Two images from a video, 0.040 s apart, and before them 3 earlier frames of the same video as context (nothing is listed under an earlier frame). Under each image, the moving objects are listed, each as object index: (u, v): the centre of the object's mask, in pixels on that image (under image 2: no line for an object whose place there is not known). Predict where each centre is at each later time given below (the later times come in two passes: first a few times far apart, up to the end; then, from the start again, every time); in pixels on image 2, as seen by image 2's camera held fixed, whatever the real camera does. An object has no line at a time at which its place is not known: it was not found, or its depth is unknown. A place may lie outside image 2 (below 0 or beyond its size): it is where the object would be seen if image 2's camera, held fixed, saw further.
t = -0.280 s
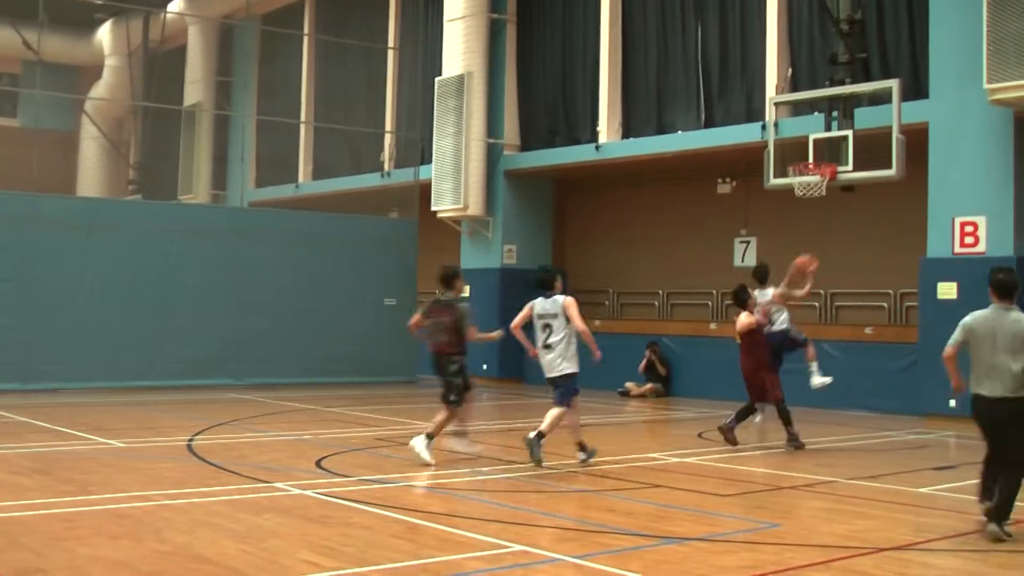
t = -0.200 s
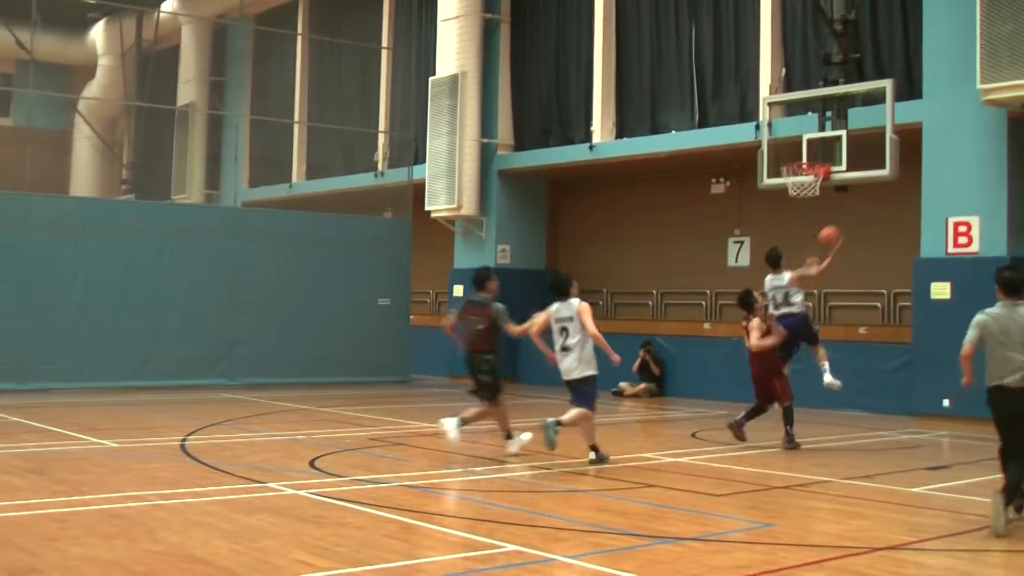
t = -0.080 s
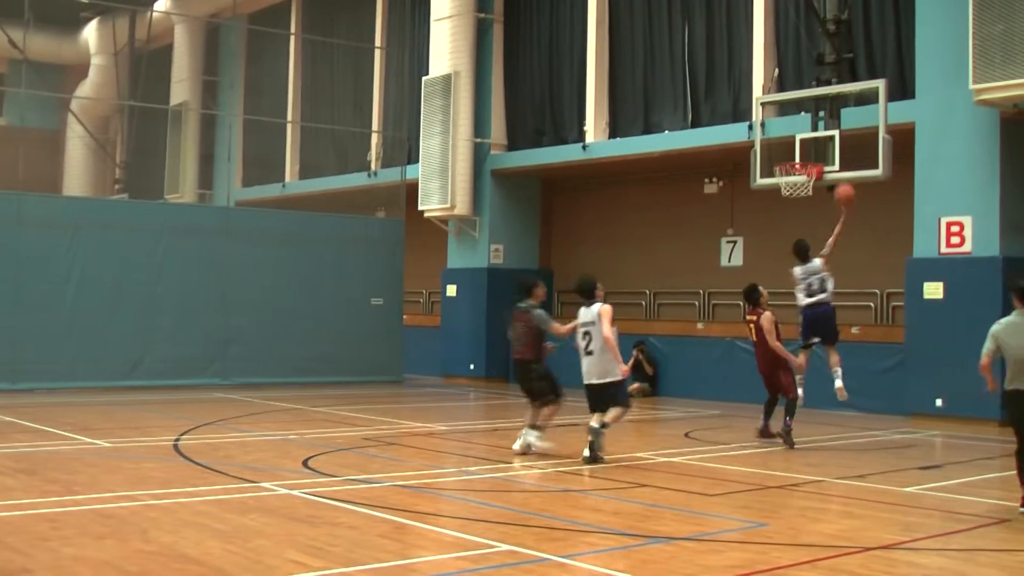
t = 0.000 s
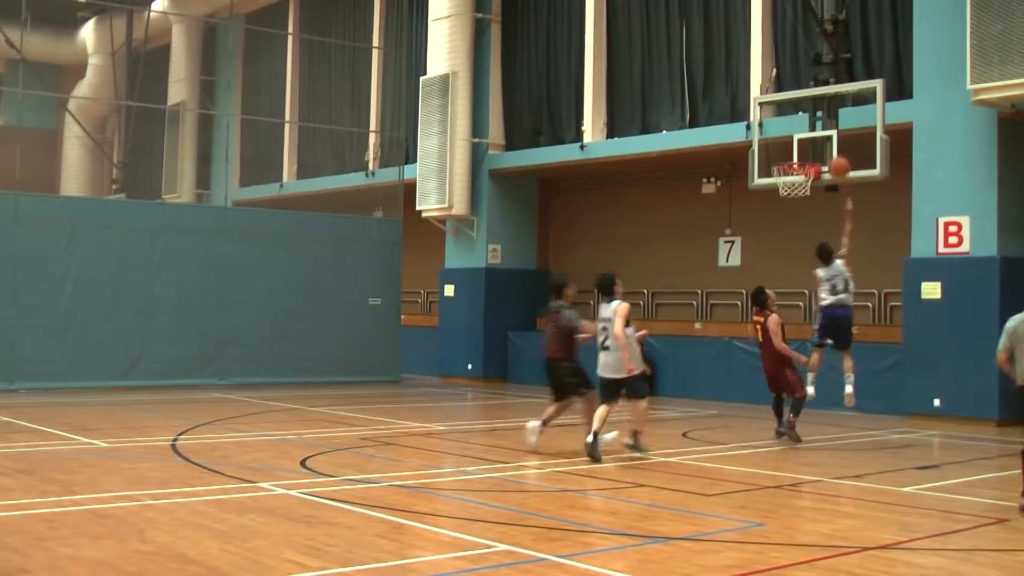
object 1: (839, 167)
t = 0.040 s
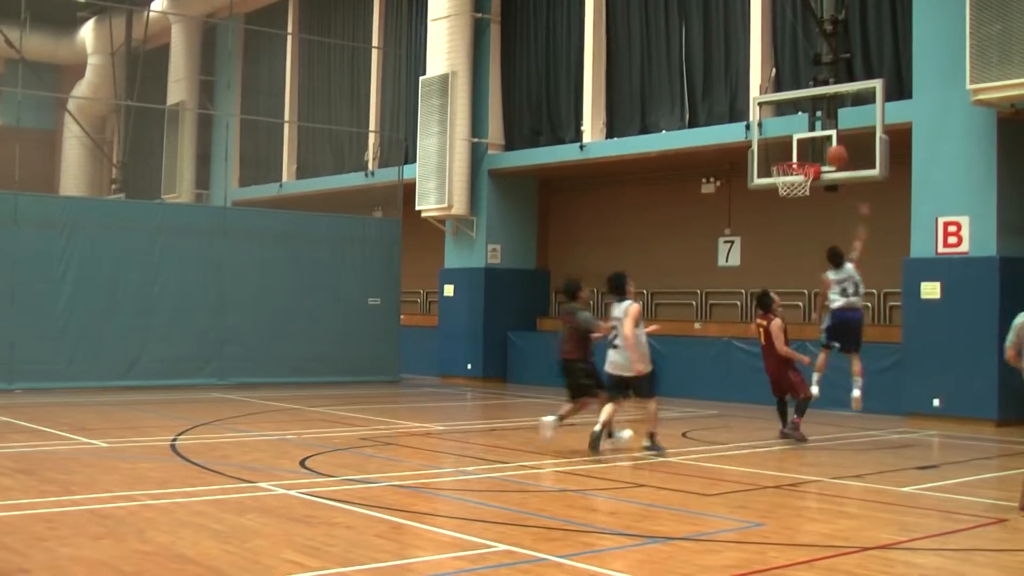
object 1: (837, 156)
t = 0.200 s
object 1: (829, 125)
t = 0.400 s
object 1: (813, 117)
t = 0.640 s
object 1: (788, 150)
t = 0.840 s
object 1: (809, 187)
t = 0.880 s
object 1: (814, 194)
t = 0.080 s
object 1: (835, 147)
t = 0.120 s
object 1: (833, 138)
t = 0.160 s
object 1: (830, 130)
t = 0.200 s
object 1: (829, 125)
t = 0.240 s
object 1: (827, 120)
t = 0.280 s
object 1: (825, 119)
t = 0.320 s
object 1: (823, 118)
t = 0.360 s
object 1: (821, 118)
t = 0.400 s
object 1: (813, 117)
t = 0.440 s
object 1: (809, 119)
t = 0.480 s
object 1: (804, 122)
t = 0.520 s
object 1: (800, 128)
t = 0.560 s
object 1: (796, 134)
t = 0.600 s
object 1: (792, 142)
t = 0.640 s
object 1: (788, 150)
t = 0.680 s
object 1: (784, 157)
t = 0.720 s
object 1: (790, 162)
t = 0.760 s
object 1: (796, 172)
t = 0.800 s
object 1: (804, 177)
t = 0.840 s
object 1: (809, 187)
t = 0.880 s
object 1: (814, 194)
